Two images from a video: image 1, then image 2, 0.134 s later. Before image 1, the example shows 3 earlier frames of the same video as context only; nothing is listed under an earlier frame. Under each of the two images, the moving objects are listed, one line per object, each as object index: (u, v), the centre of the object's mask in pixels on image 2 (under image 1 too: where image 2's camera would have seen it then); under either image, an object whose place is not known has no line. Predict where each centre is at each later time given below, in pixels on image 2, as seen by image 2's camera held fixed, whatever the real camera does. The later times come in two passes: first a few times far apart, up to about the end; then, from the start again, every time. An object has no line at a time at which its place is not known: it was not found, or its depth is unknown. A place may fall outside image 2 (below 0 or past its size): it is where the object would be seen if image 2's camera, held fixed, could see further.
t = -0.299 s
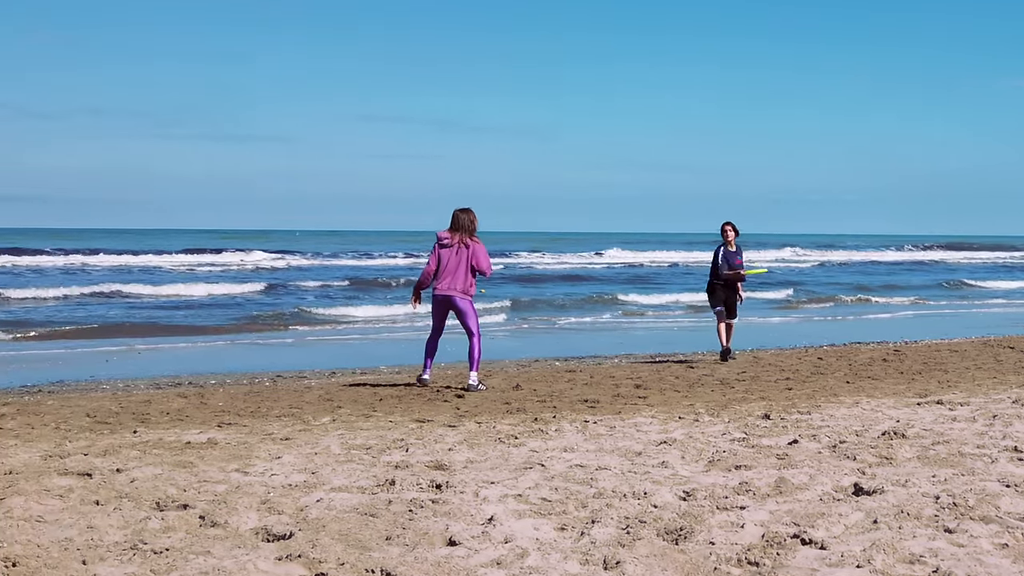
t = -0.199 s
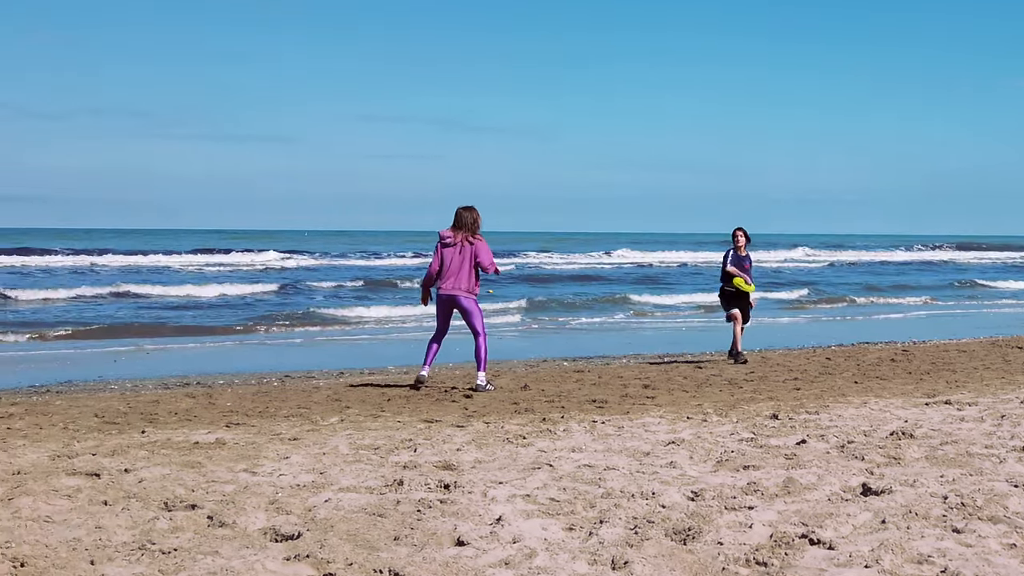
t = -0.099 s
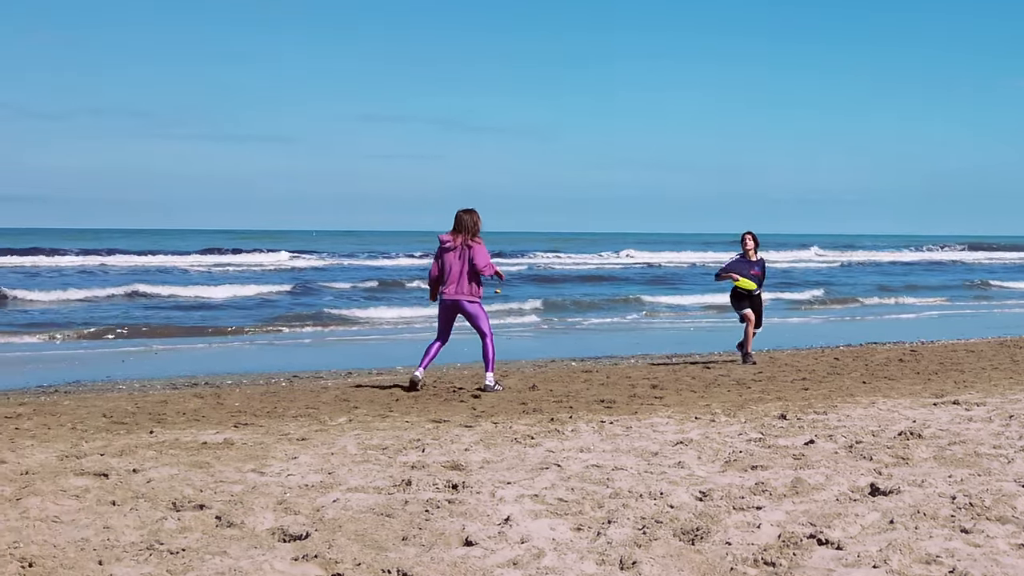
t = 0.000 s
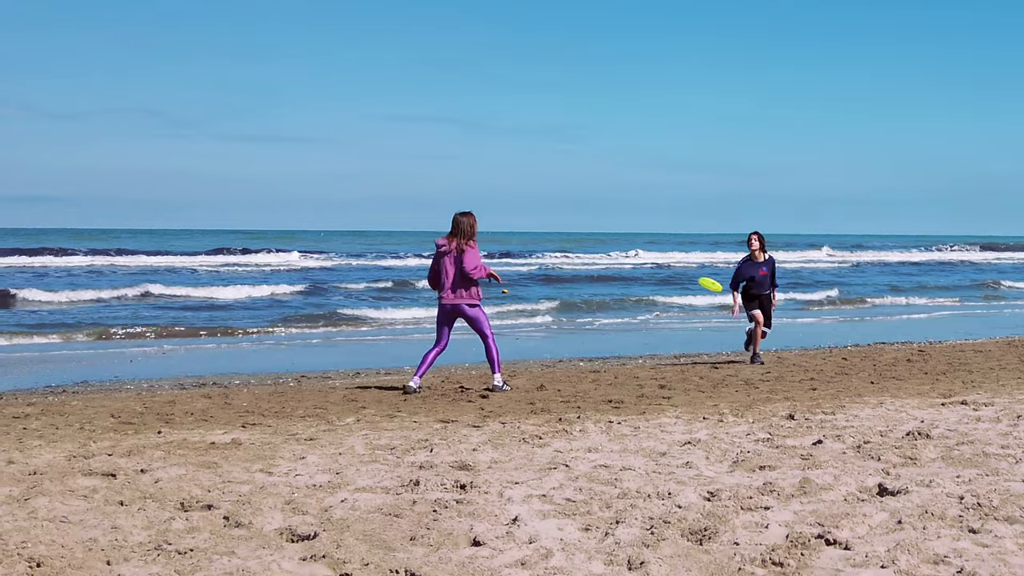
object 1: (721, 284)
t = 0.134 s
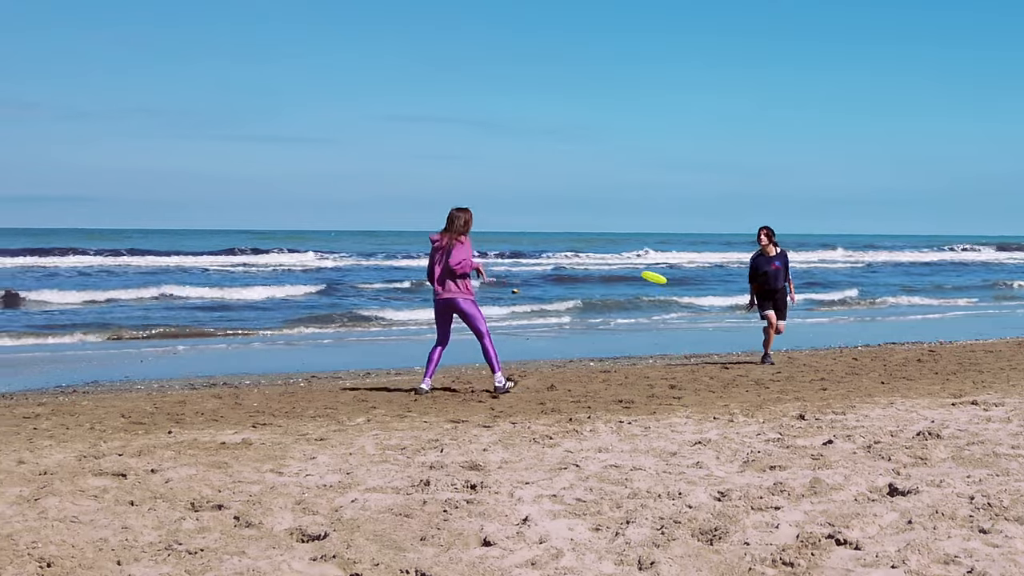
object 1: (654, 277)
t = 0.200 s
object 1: (622, 272)
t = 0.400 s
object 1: (532, 257)
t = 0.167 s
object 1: (637, 275)
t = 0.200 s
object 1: (622, 272)
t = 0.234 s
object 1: (607, 269)
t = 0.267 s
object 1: (591, 267)
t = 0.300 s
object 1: (576, 264)
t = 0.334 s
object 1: (562, 262)
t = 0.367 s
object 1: (546, 259)
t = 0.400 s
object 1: (532, 257)
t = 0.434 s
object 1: (518, 256)
